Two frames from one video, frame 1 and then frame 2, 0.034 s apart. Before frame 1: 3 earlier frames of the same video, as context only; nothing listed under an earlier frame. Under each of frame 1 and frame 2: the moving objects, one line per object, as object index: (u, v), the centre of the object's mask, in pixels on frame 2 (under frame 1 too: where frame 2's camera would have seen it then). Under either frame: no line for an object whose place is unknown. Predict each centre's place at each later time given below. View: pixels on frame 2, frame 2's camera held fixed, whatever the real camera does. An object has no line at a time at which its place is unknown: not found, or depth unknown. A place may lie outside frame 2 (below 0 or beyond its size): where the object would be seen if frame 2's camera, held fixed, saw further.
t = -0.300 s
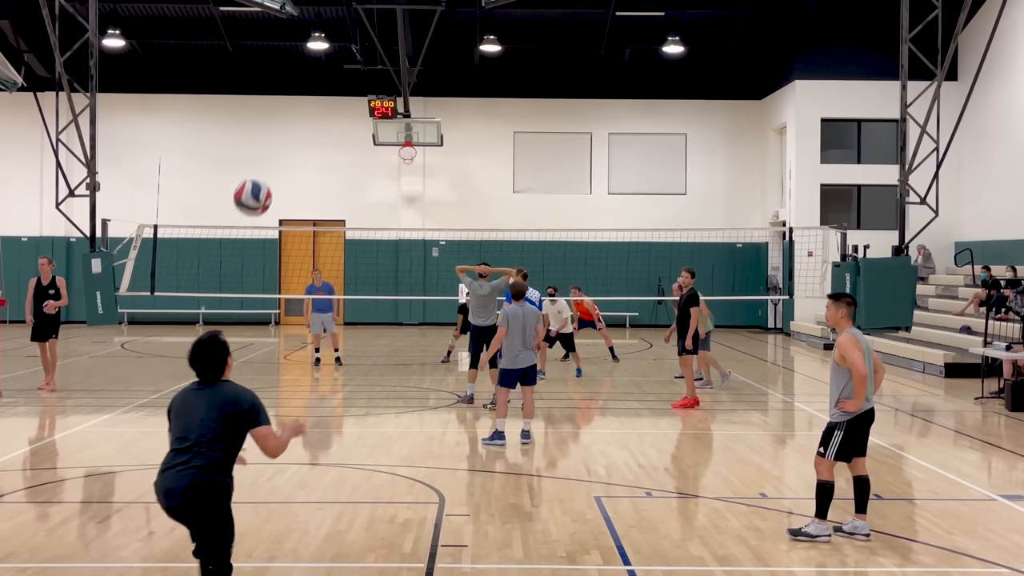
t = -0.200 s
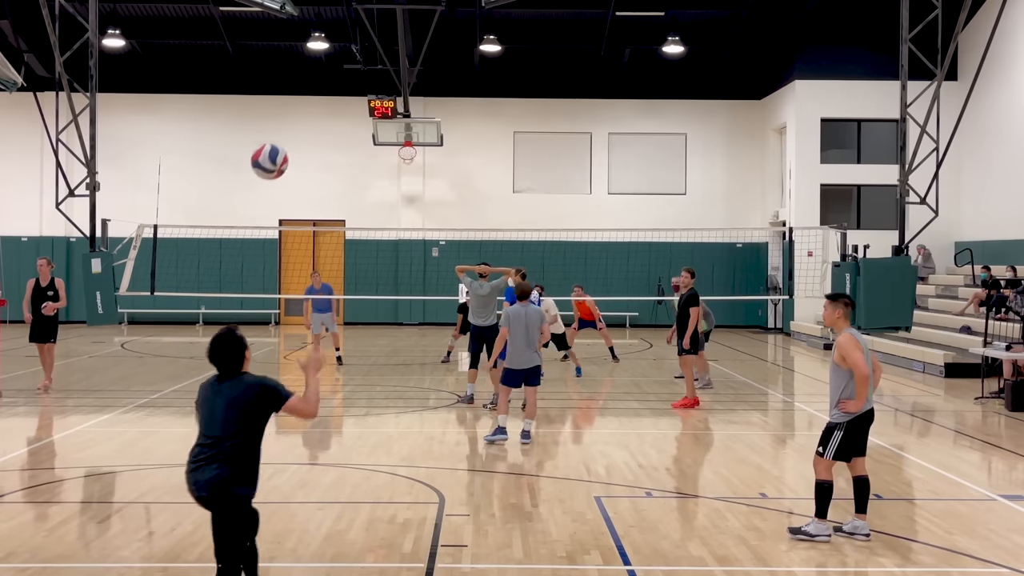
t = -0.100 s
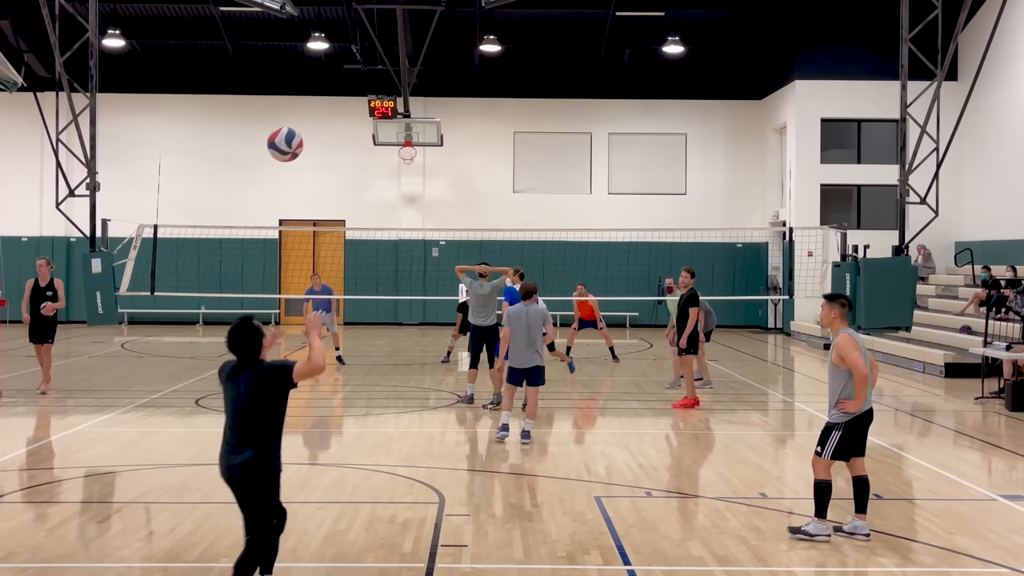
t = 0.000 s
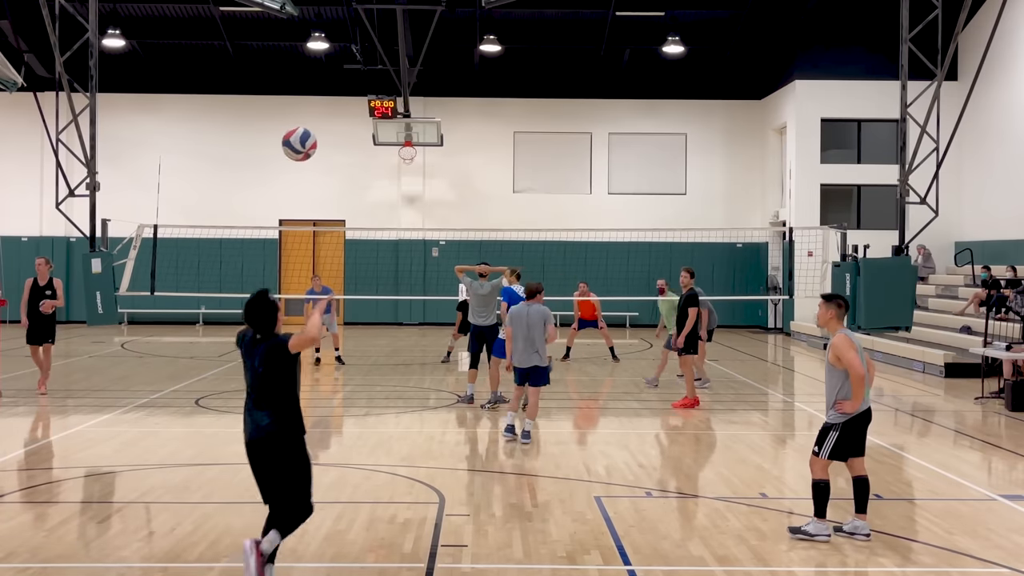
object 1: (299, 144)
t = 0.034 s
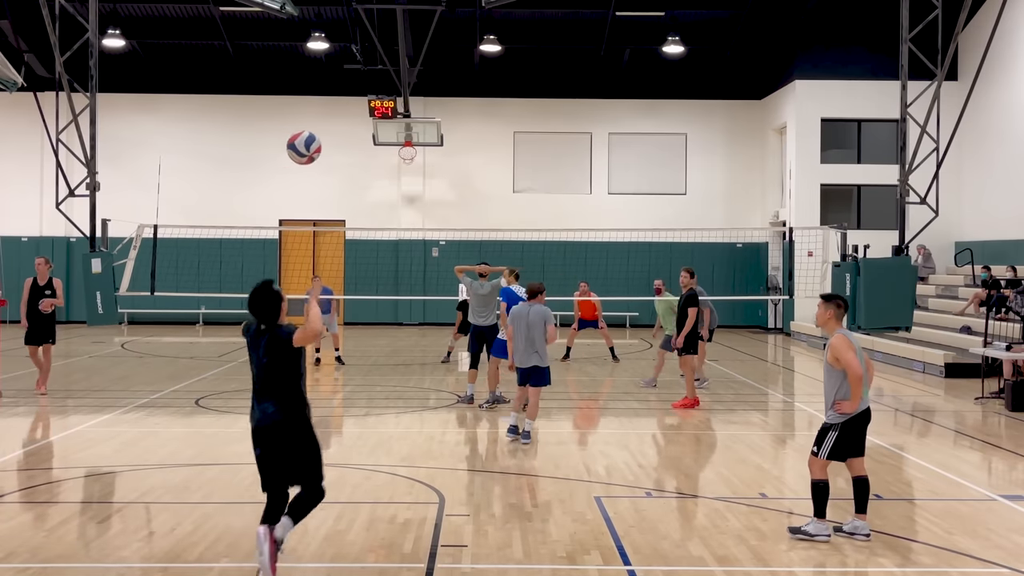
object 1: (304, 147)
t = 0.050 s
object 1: (306, 150)
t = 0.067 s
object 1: (308, 153)
